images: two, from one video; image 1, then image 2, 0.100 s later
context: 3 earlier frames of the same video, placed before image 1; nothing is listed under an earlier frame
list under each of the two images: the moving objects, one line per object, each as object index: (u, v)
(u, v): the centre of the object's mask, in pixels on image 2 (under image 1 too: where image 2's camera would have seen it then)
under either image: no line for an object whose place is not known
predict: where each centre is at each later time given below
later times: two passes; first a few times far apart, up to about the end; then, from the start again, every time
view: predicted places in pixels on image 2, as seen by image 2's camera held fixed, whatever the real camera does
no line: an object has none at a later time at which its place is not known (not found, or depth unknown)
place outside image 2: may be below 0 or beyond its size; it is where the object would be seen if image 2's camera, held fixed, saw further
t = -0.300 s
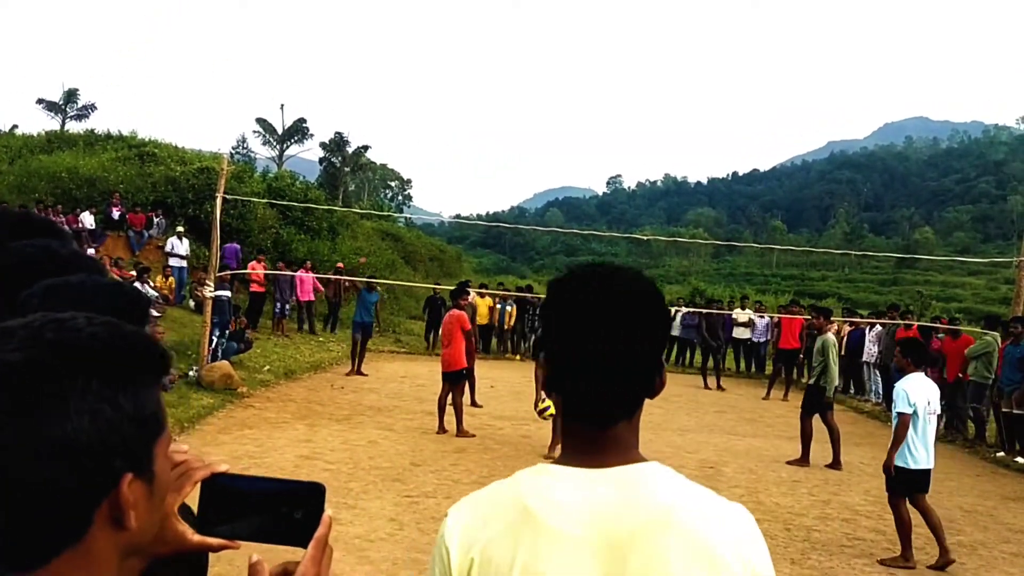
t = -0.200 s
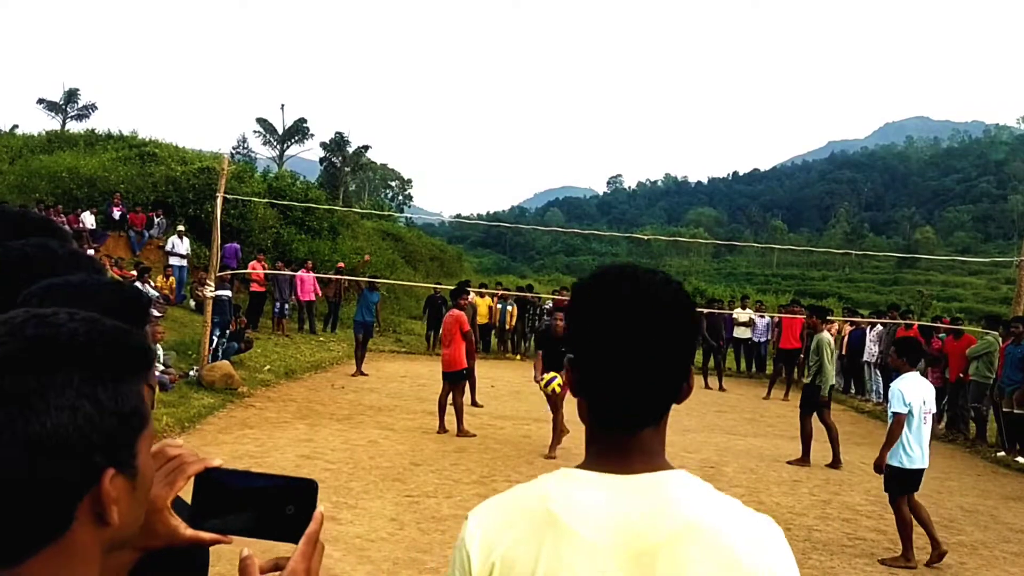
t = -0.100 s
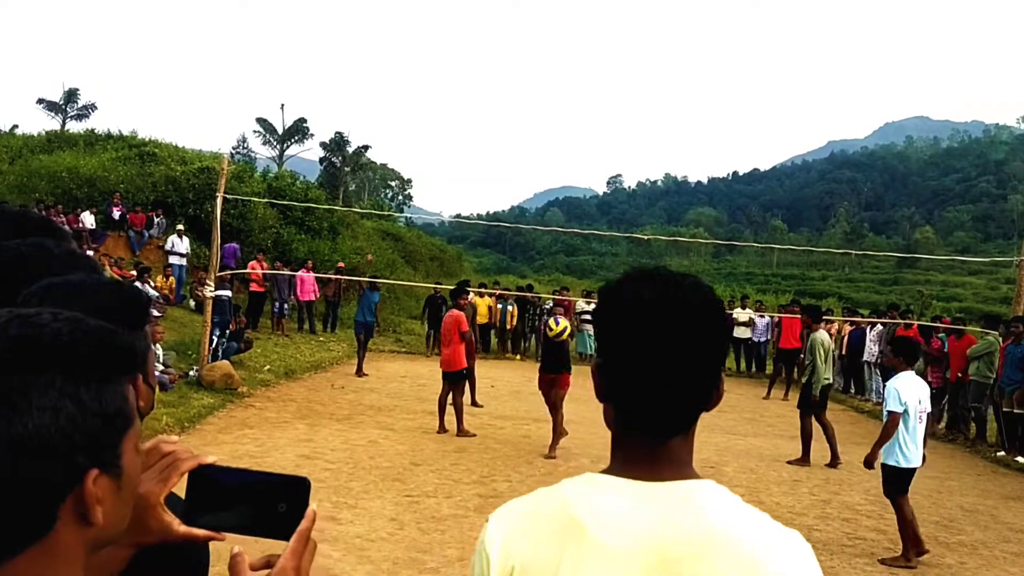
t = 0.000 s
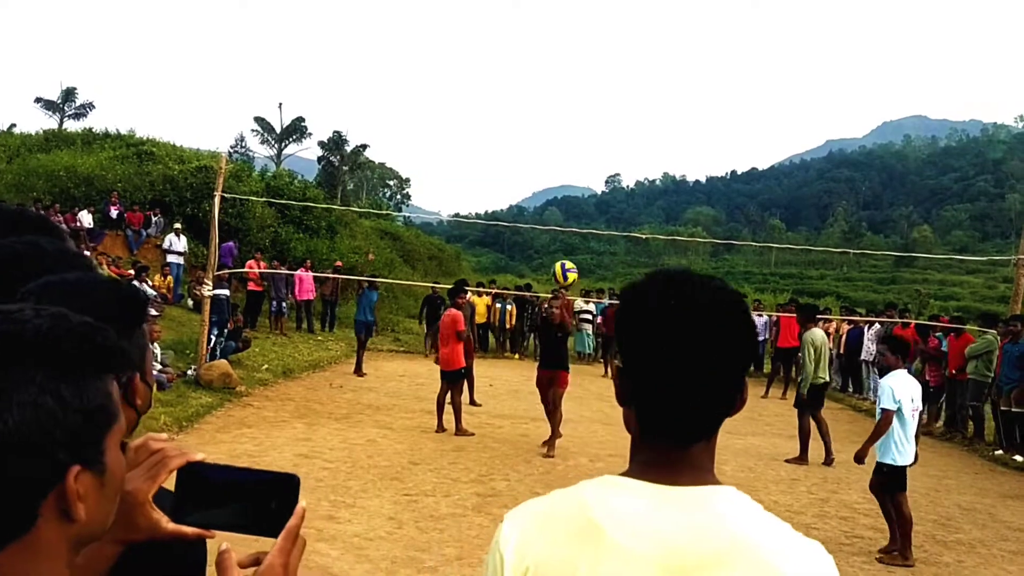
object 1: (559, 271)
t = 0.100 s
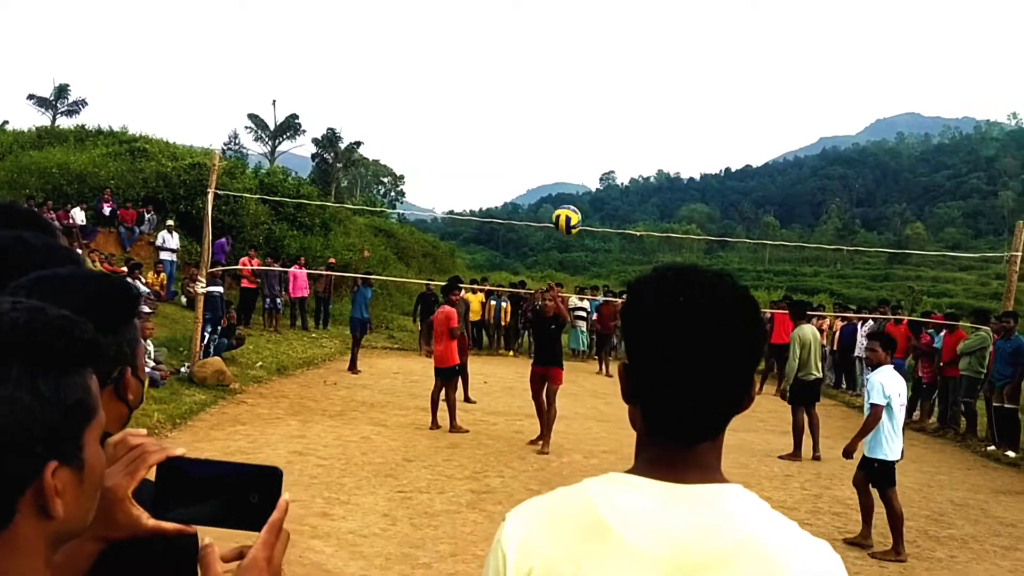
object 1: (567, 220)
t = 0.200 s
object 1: (574, 173)
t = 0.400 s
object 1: (590, 94)
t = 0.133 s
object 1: (570, 204)
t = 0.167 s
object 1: (571, 189)
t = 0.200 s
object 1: (574, 173)
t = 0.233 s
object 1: (576, 158)
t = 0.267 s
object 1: (579, 144)
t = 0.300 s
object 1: (581, 130)
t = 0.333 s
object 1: (584, 117)
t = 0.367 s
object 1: (587, 105)
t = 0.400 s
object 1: (590, 94)
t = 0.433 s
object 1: (593, 84)
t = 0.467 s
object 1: (597, 76)
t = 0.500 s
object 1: (601, 69)
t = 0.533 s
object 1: (605, 65)
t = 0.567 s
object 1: (610, 62)
